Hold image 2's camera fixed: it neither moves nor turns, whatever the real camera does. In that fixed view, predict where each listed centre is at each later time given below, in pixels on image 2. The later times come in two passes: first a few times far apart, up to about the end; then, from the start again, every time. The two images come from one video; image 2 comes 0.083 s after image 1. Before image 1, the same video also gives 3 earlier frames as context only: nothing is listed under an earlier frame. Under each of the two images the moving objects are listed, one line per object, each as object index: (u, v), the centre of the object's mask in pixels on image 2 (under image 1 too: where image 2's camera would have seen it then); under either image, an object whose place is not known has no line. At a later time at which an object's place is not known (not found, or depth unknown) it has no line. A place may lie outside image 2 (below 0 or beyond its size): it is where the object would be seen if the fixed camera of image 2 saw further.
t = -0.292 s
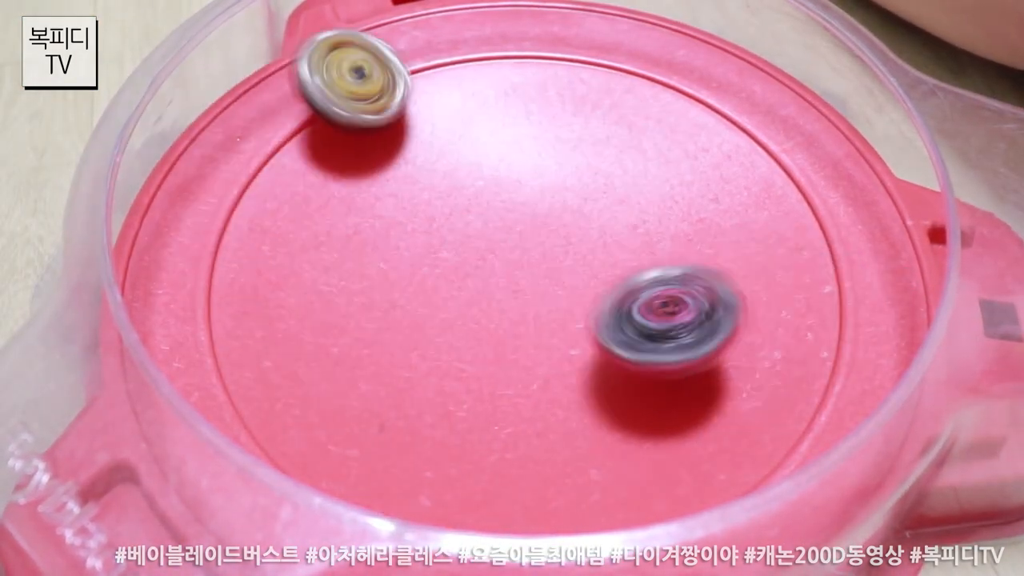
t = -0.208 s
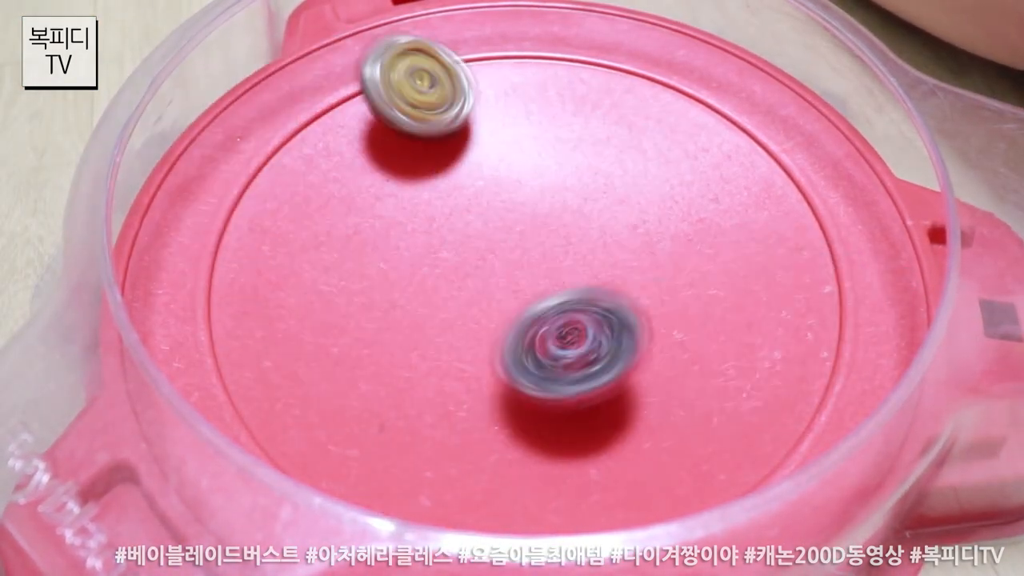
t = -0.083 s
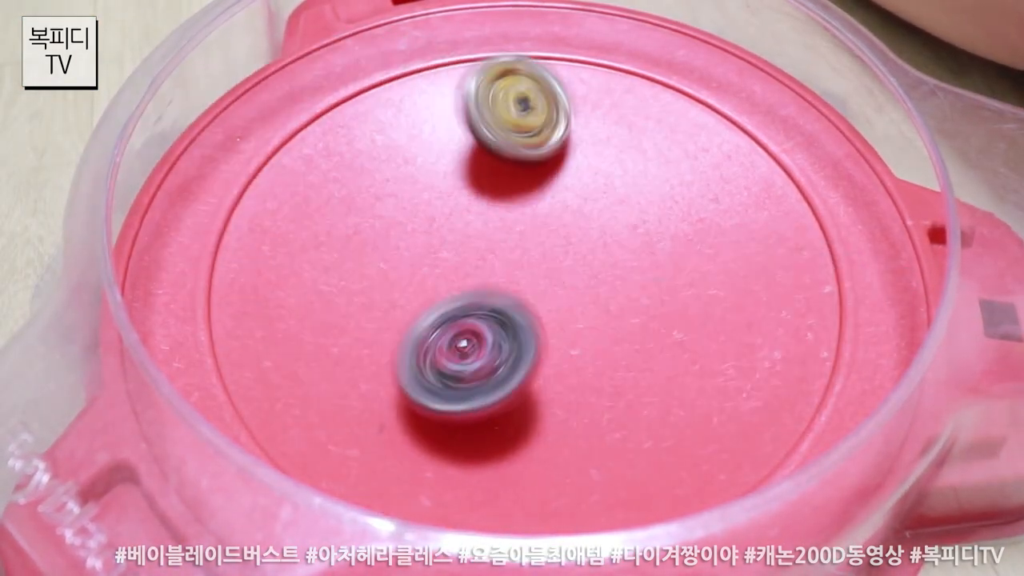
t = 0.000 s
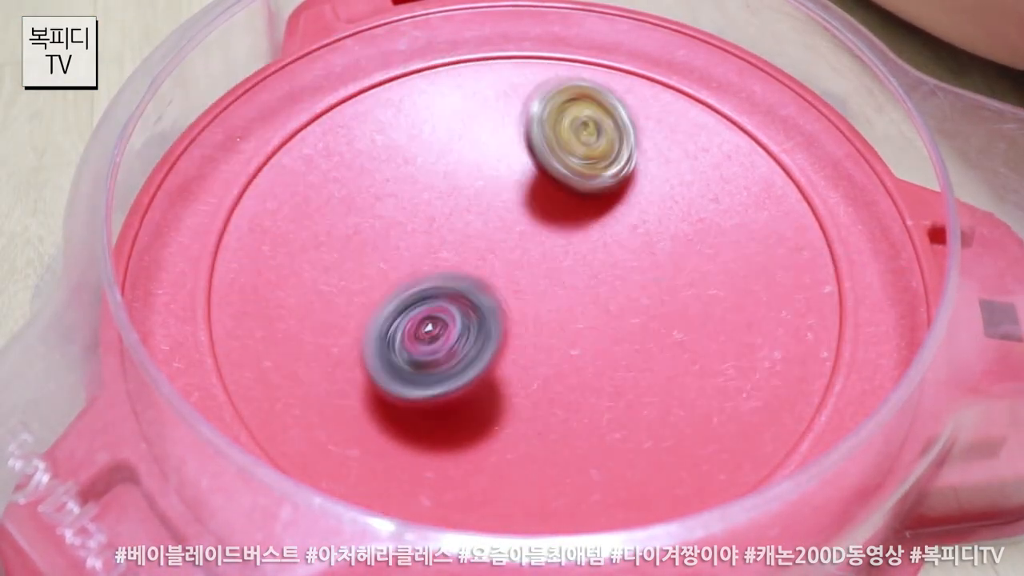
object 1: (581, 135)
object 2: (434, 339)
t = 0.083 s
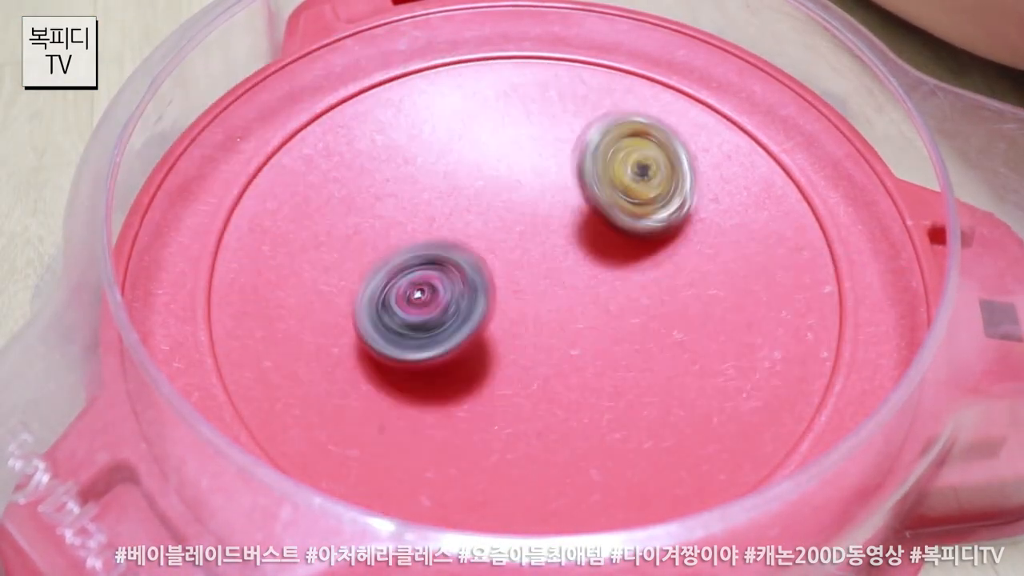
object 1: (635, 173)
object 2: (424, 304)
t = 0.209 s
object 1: (695, 239)
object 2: (444, 234)
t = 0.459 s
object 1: (675, 285)
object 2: (529, 153)
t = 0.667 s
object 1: (587, 285)
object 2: (535, 161)
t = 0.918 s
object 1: (589, 325)
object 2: (502, 220)
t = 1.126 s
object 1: (625, 334)
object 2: (469, 194)
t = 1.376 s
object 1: (638, 328)
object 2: (455, 248)
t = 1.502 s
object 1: (657, 310)
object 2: (493, 265)
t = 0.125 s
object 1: (660, 195)
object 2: (428, 277)
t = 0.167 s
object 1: (679, 218)
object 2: (436, 262)
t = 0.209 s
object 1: (695, 239)
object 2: (444, 234)
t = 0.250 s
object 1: (705, 257)
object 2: (452, 213)
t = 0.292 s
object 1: (709, 270)
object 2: (463, 193)
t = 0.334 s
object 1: (709, 281)
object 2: (478, 182)
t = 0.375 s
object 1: (703, 287)
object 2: (494, 172)
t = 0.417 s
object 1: (691, 288)
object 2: (512, 163)
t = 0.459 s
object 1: (675, 285)
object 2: (529, 153)
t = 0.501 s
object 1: (655, 281)
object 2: (548, 151)
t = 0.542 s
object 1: (633, 275)
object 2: (557, 155)
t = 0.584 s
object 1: (612, 268)
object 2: (557, 161)
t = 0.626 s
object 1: (598, 276)
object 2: (550, 161)
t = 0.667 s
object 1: (587, 285)
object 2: (535, 161)
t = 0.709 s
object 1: (580, 294)
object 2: (520, 166)
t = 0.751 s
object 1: (575, 301)
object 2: (506, 176)
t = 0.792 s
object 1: (574, 308)
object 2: (503, 192)
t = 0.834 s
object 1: (577, 315)
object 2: (505, 203)
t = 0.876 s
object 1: (583, 320)
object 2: (507, 214)
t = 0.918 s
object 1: (589, 325)
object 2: (502, 220)
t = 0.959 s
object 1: (599, 328)
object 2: (492, 224)
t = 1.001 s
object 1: (607, 331)
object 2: (482, 220)
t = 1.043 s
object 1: (615, 333)
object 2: (477, 214)
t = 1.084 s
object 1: (621, 333)
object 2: (474, 205)
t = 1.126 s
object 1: (625, 334)
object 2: (469, 194)
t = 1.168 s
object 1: (627, 332)
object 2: (462, 188)
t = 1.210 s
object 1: (630, 332)
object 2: (454, 191)
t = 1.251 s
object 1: (632, 329)
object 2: (452, 202)
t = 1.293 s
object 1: (634, 329)
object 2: (448, 217)
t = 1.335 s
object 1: (636, 329)
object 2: (446, 233)
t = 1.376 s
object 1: (638, 328)
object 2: (455, 248)
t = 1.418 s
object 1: (639, 324)
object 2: (471, 264)
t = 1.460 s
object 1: (638, 316)
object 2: (496, 272)
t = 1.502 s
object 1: (657, 310)
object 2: (493, 265)
